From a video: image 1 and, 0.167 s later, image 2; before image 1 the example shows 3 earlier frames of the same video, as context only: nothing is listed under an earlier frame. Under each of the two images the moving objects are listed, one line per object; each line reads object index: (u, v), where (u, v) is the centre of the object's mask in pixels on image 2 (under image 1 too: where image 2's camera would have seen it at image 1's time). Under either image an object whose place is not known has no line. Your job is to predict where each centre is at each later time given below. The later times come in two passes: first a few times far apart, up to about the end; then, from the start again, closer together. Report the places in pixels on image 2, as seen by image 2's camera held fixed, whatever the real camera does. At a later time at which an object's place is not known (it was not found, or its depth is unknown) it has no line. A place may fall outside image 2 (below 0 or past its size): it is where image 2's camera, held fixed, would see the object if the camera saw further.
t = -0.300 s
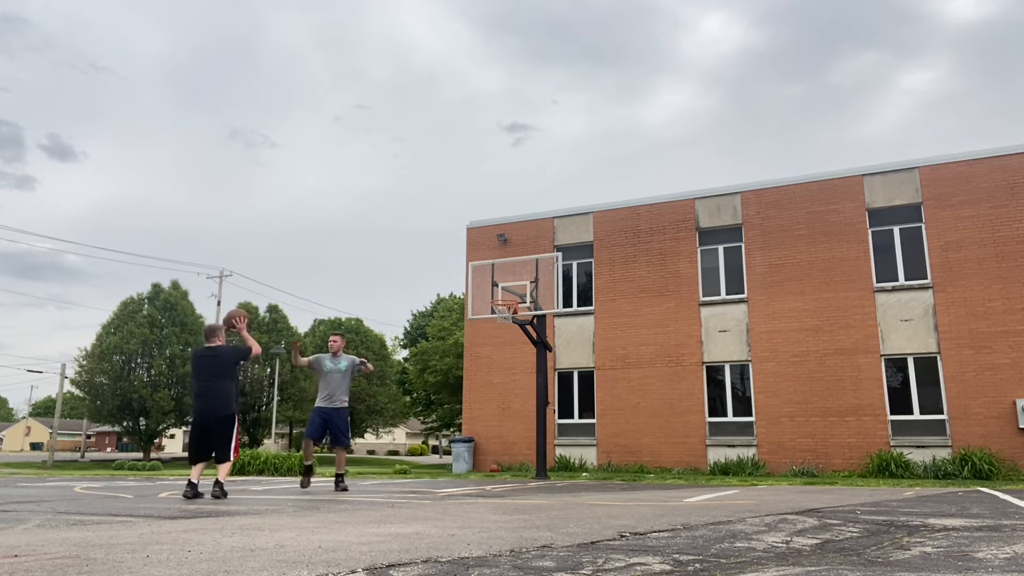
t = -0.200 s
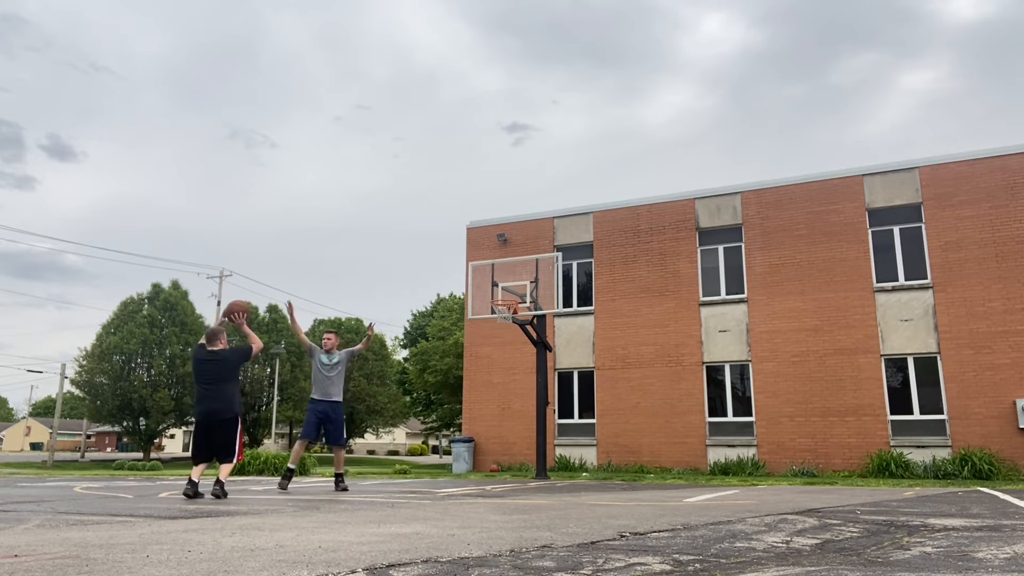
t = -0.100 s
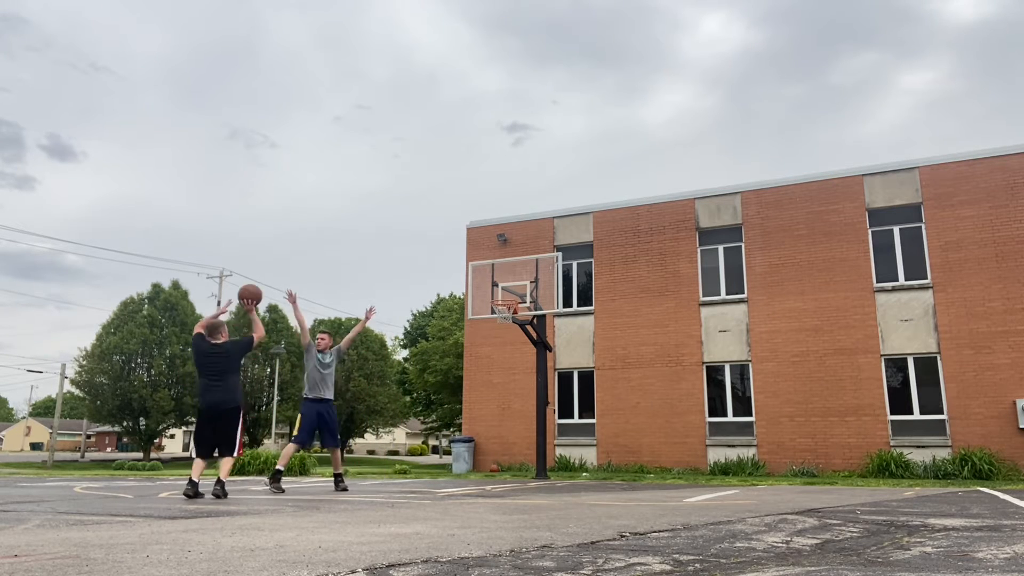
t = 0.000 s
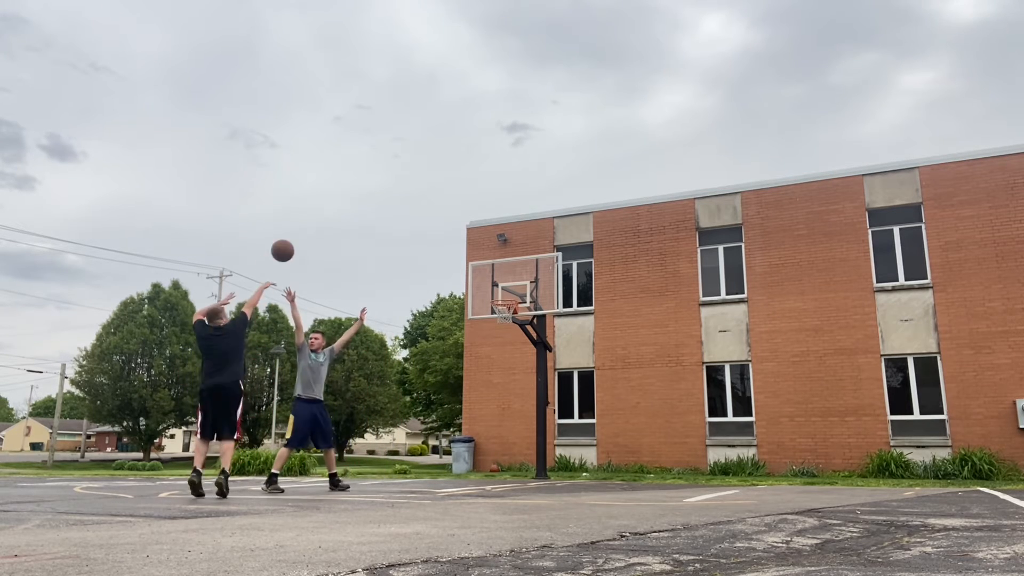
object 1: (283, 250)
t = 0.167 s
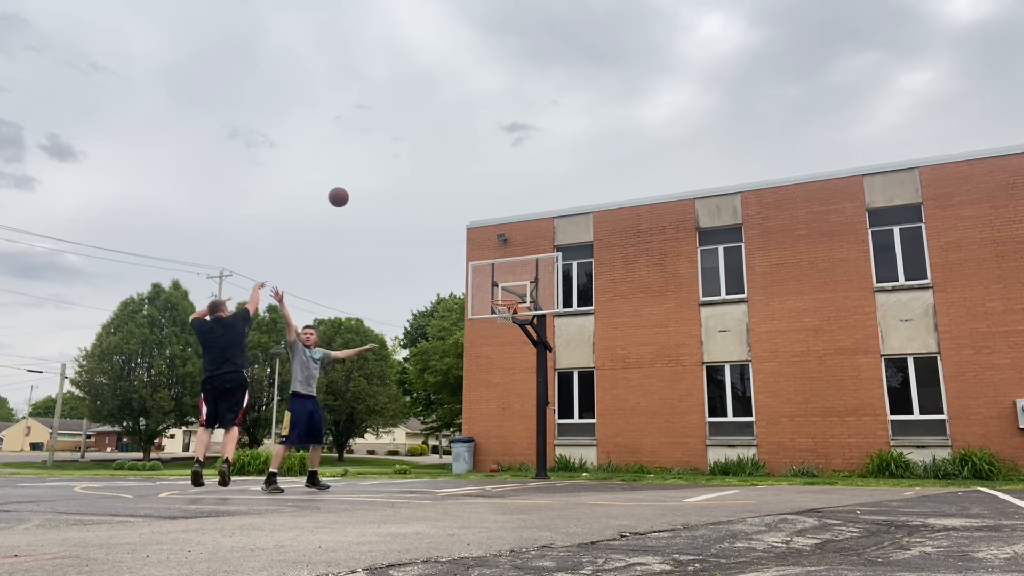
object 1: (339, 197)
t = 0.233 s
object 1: (357, 184)
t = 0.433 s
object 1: (404, 168)
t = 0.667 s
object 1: (447, 181)
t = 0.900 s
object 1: (483, 222)
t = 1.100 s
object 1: (508, 277)
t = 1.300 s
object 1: (547, 309)
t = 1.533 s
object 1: (604, 357)
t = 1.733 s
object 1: (658, 428)
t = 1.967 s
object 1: (716, 432)
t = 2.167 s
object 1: (760, 379)
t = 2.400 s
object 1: (816, 349)
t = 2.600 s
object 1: (870, 352)
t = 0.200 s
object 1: (348, 190)
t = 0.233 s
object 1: (357, 184)
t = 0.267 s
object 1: (366, 179)
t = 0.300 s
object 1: (374, 175)
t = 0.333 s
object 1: (382, 172)
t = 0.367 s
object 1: (390, 170)
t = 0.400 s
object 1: (397, 168)
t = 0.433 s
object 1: (404, 168)
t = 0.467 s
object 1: (411, 167)
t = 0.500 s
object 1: (418, 168)
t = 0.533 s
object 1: (424, 169)
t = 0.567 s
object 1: (430, 171)
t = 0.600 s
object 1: (436, 174)
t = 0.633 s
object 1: (442, 178)
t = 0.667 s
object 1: (447, 181)
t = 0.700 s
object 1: (453, 186)
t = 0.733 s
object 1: (458, 190)
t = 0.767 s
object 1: (463, 196)
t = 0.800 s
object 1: (468, 202)
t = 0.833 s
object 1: (473, 208)
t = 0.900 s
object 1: (483, 222)
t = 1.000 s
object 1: (496, 248)
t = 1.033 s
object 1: (500, 257)
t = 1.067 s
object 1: (504, 266)
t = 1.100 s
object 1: (508, 277)
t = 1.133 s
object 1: (512, 287)
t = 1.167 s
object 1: (517, 298)
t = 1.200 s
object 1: (524, 299)
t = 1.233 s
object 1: (531, 303)
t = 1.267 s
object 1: (539, 306)
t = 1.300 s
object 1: (547, 309)
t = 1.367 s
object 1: (563, 320)
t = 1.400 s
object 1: (571, 325)
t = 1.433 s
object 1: (580, 332)
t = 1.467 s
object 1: (588, 339)
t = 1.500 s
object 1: (596, 348)
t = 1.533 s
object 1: (604, 357)
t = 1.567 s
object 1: (613, 366)
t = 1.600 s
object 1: (622, 378)
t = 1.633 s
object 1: (631, 389)
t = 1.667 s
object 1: (640, 401)
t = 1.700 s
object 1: (649, 414)
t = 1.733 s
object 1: (658, 428)
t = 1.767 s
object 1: (667, 443)
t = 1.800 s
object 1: (677, 458)
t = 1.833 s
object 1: (687, 475)
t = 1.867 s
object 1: (694, 470)
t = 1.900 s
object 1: (702, 457)
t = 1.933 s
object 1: (708, 443)
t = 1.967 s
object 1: (716, 432)
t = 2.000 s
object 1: (723, 421)
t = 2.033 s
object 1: (731, 411)
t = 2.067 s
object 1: (738, 401)
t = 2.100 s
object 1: (745, 393)
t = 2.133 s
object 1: (753, 385)
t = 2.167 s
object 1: (760, 379)
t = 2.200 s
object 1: (767, 372)
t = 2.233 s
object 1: (775, 367)
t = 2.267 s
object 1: (784, 362)
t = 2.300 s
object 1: (791, 358)
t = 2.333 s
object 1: (799, 354)
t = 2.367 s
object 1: (808, 351)
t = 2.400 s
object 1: (816, 349)
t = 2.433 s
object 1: (825, 348)
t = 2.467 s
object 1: (834, 348)
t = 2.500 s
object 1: (842, 348)
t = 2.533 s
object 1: (851, 349)
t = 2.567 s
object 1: (860, 350)
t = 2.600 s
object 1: (870, 352)
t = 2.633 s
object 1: (880, 355)
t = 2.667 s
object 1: (889, 359)
